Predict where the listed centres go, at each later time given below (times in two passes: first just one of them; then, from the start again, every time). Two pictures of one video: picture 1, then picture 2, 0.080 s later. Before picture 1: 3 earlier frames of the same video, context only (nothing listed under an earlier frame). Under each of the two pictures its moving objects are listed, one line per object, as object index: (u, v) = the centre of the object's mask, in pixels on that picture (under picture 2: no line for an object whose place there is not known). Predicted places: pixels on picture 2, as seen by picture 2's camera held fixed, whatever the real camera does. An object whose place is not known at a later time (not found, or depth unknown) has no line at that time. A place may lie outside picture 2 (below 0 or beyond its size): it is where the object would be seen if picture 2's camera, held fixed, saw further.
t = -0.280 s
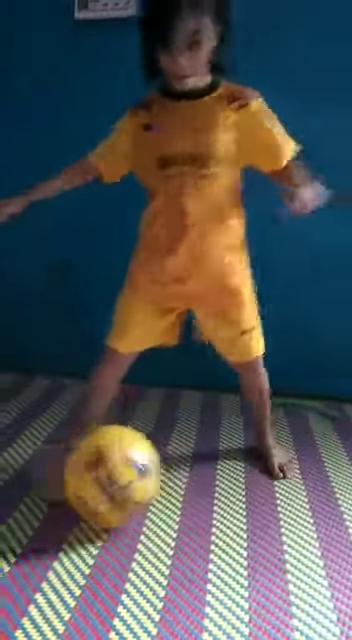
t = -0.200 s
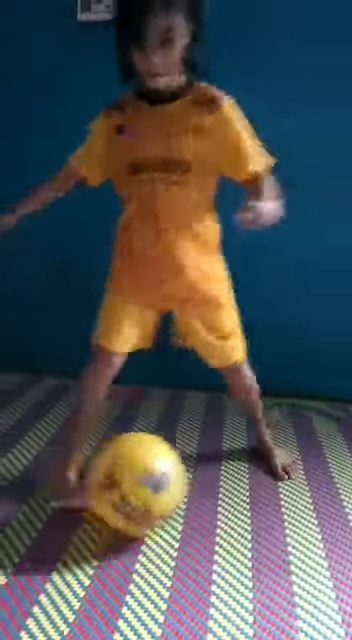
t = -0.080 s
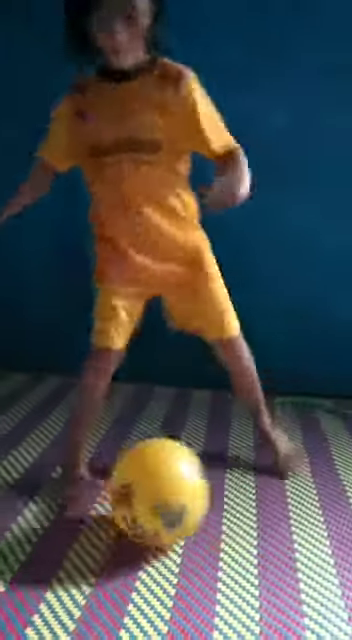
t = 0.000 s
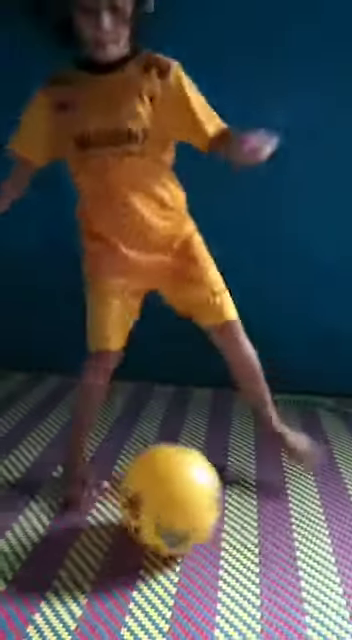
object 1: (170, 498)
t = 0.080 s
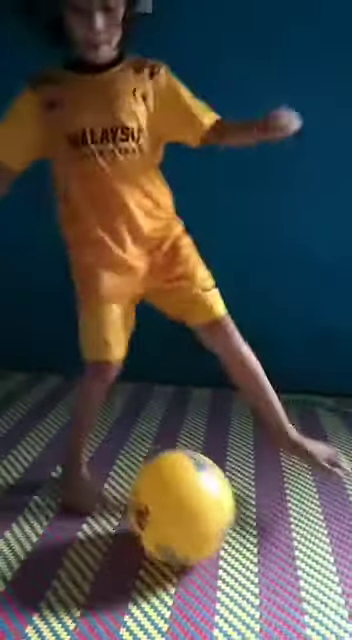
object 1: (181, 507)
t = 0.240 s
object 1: (209, 531)
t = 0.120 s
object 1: (186, 511)
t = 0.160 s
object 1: (195, 517)
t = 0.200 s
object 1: (202, 524)
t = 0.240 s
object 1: (209, 531)
